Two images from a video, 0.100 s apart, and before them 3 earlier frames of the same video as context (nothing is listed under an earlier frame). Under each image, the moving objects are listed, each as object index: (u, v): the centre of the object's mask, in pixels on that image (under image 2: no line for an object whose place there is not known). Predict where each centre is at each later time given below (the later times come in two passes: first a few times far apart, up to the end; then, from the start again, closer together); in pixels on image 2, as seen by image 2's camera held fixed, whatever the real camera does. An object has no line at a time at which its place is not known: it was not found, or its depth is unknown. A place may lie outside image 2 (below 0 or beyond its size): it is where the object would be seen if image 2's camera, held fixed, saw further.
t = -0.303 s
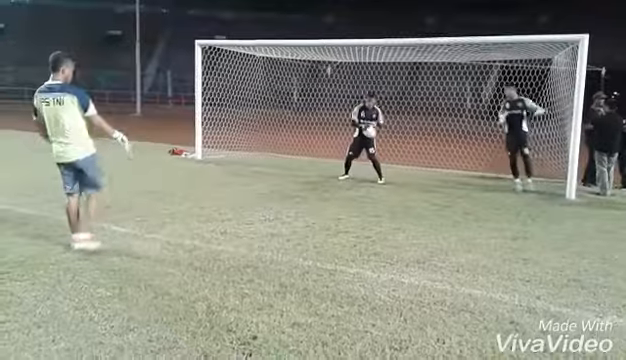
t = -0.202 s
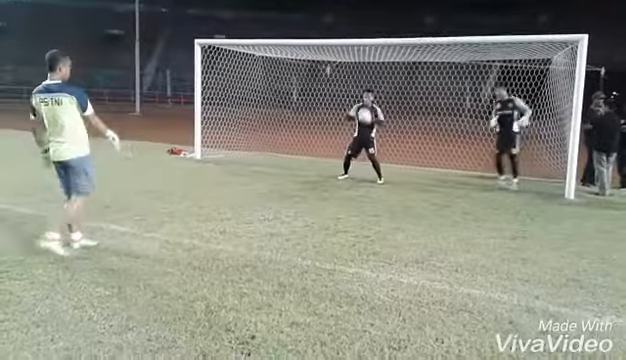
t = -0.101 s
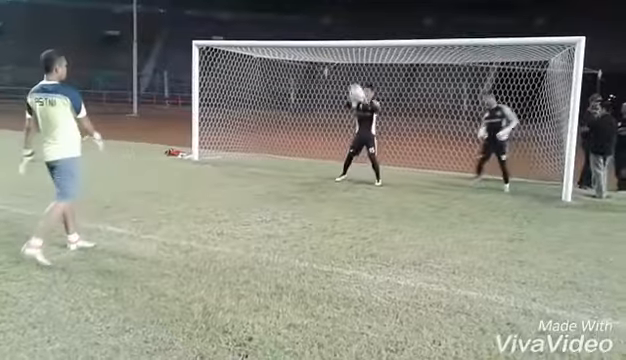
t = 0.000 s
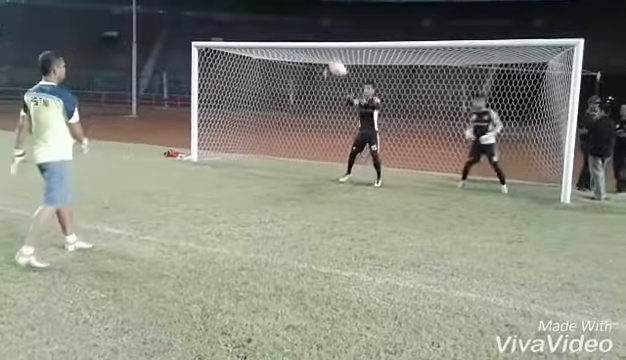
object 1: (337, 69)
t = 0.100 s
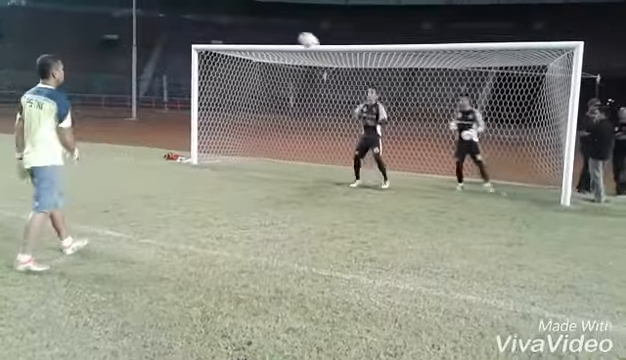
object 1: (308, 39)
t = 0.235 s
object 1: (273, 17)
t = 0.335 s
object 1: (242, 7)
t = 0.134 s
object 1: (300, 34)
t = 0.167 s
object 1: (291, 28)
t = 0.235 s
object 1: (273, 17)
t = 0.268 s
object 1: (263, 13)
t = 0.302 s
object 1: (252, 10)
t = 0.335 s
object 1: (242, 7)
